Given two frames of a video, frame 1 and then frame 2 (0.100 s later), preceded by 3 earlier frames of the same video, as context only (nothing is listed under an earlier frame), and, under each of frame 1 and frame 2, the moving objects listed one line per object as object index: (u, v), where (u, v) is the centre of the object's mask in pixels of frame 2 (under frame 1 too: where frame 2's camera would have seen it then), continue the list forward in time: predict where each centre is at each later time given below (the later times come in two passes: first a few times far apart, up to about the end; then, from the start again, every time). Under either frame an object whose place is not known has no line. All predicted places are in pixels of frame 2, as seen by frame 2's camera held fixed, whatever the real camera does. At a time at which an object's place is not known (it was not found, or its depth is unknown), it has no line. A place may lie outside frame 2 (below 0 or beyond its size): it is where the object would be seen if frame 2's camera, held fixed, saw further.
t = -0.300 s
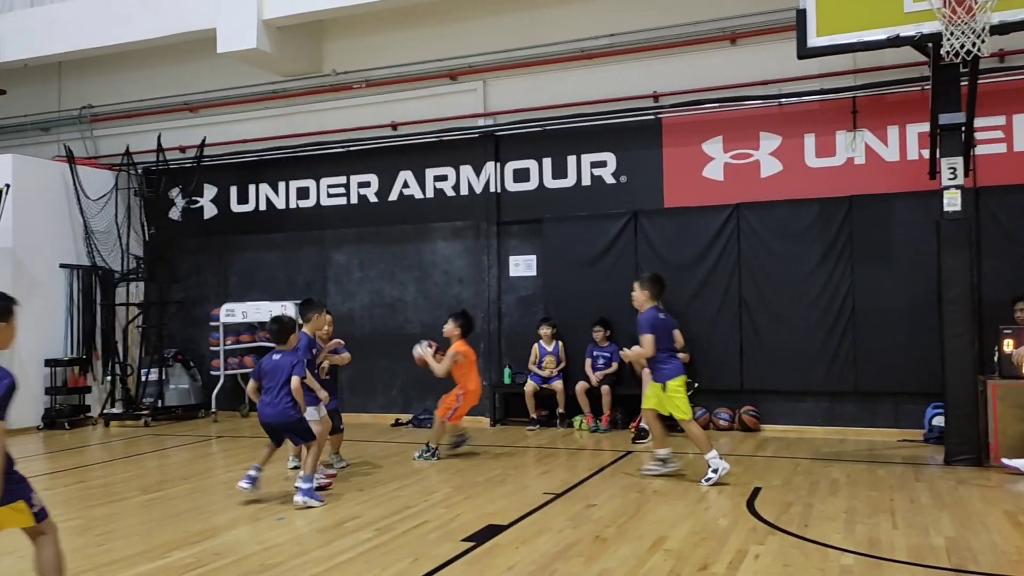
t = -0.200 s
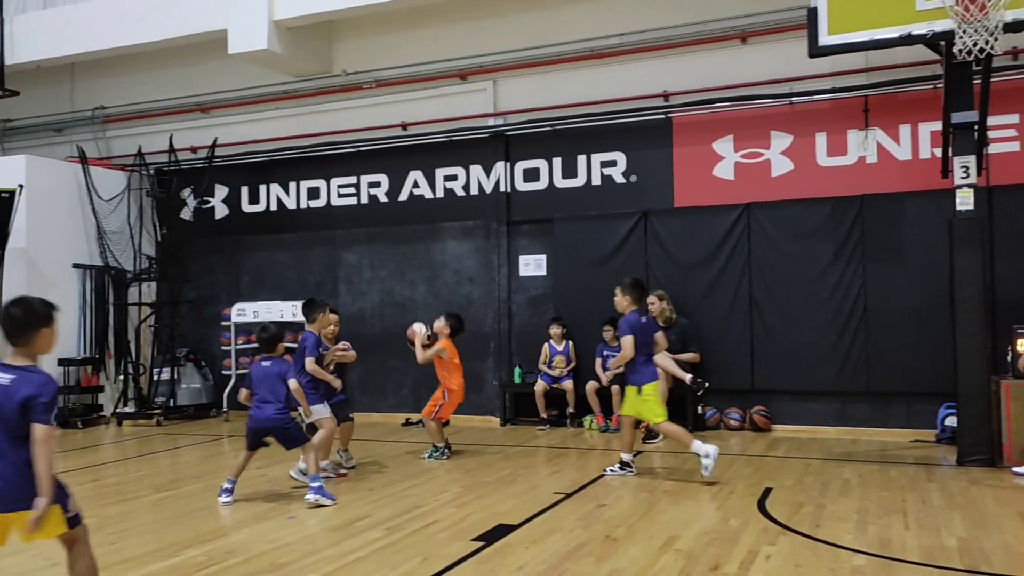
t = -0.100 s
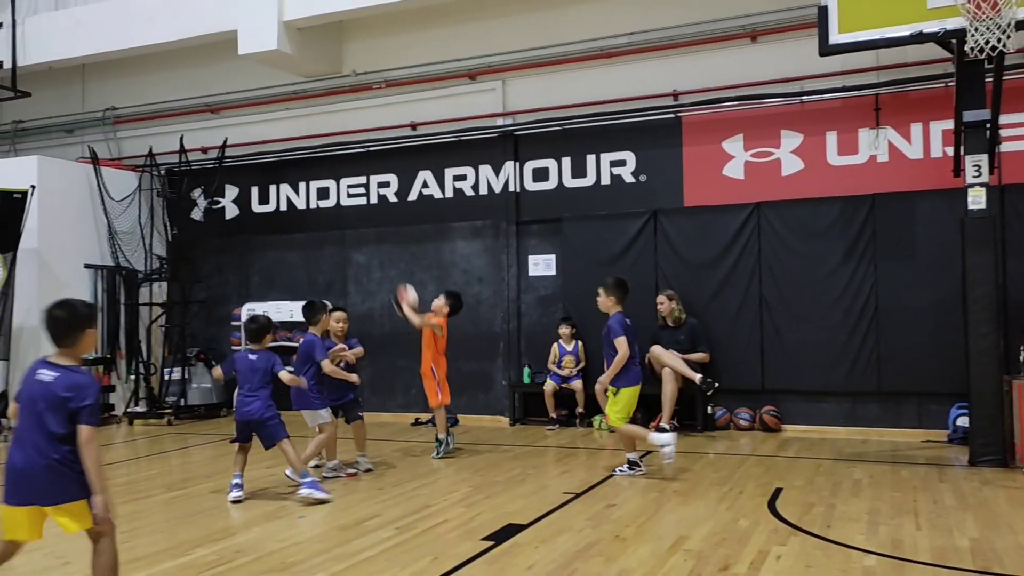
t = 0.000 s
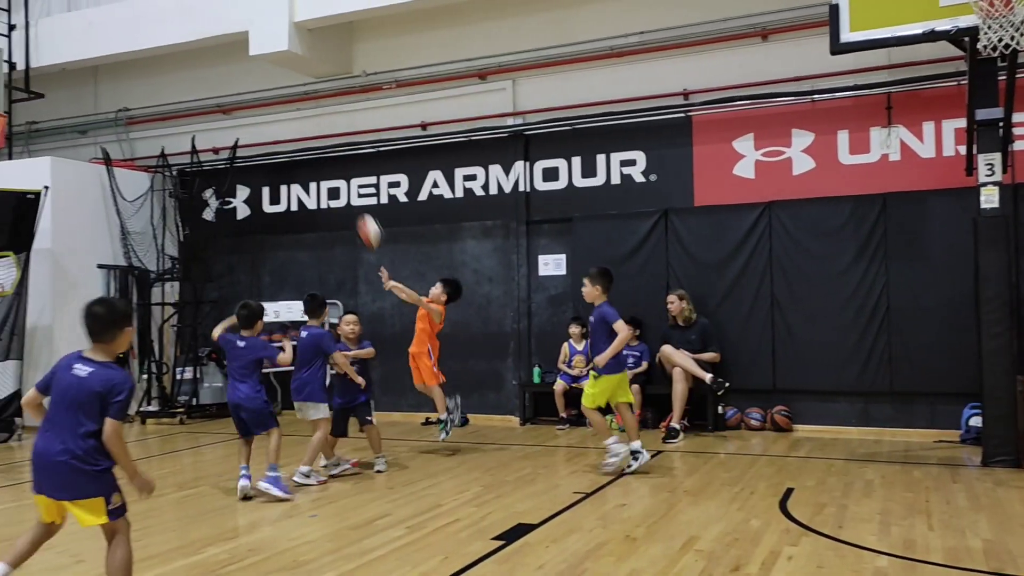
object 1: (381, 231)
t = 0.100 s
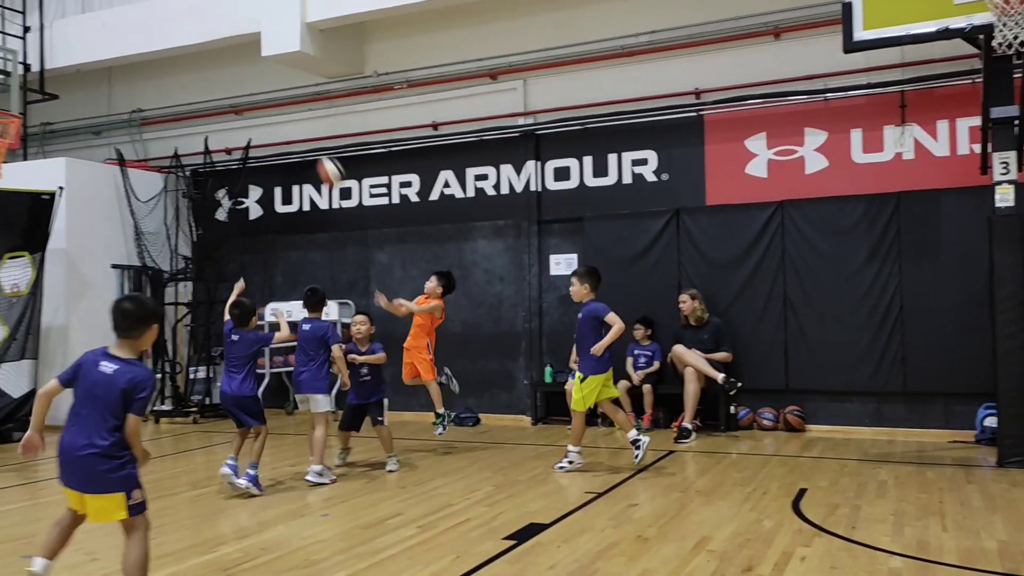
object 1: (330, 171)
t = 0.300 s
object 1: (228, 87)
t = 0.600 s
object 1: (71, 47)
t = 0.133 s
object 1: (314, 157)
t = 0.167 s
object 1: (296, 139)
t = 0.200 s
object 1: (280, 125)
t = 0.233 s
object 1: (263, 112)
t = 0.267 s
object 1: (245, 99)
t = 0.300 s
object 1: (228, 87)
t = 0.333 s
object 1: (211, 78)
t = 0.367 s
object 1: (193, 70)
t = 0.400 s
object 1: (176, 63)
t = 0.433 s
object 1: (158, 56)
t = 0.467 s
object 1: (141, 52)
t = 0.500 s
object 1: (123, 48)
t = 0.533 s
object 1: (106, 46)
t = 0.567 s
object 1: (88, 46)
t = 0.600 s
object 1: (71, 47)
